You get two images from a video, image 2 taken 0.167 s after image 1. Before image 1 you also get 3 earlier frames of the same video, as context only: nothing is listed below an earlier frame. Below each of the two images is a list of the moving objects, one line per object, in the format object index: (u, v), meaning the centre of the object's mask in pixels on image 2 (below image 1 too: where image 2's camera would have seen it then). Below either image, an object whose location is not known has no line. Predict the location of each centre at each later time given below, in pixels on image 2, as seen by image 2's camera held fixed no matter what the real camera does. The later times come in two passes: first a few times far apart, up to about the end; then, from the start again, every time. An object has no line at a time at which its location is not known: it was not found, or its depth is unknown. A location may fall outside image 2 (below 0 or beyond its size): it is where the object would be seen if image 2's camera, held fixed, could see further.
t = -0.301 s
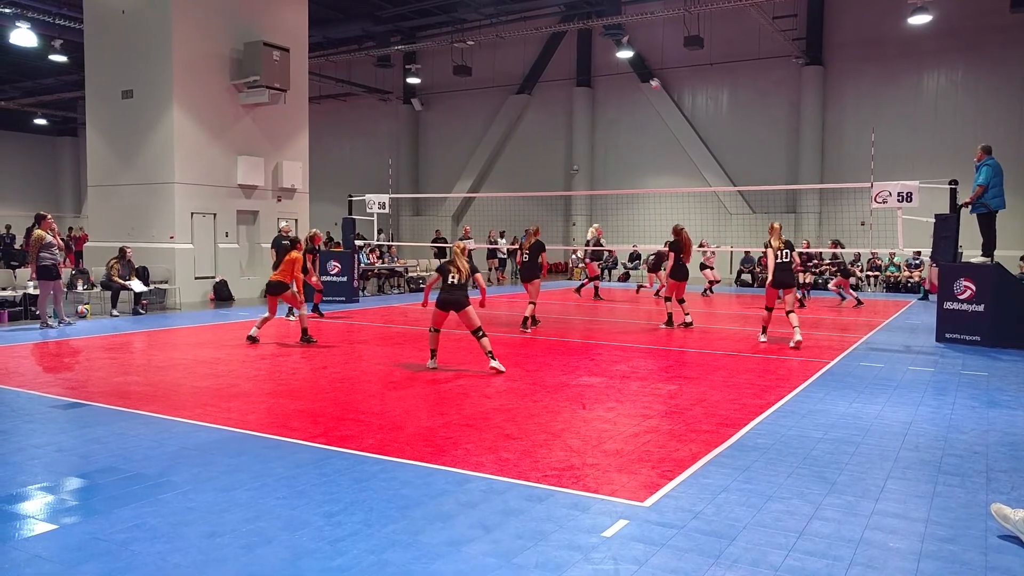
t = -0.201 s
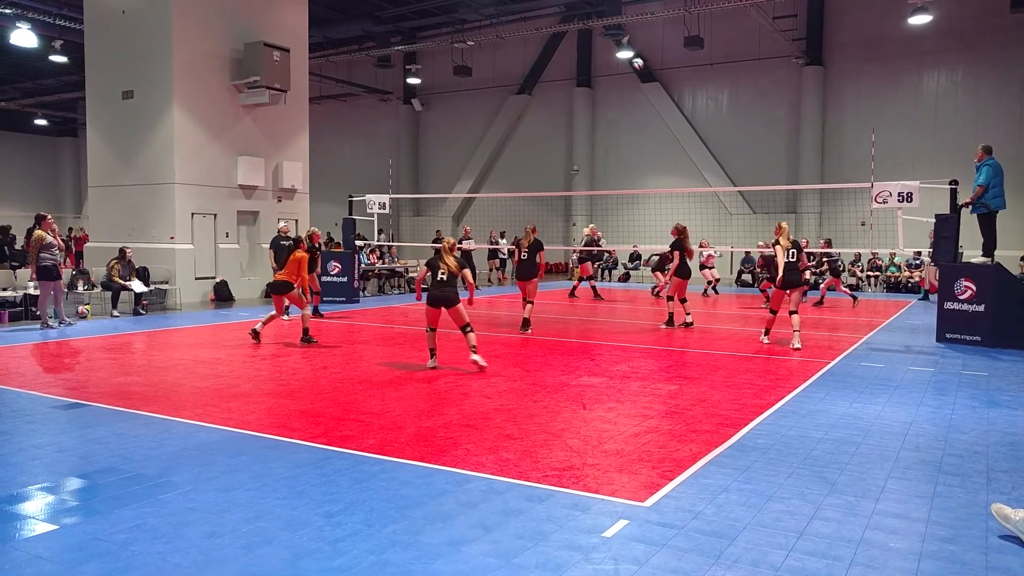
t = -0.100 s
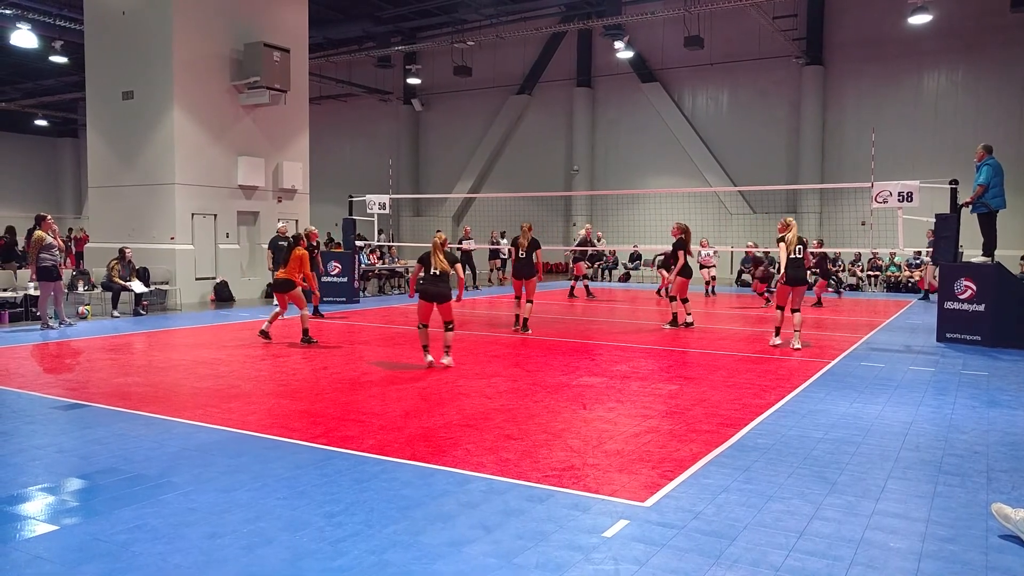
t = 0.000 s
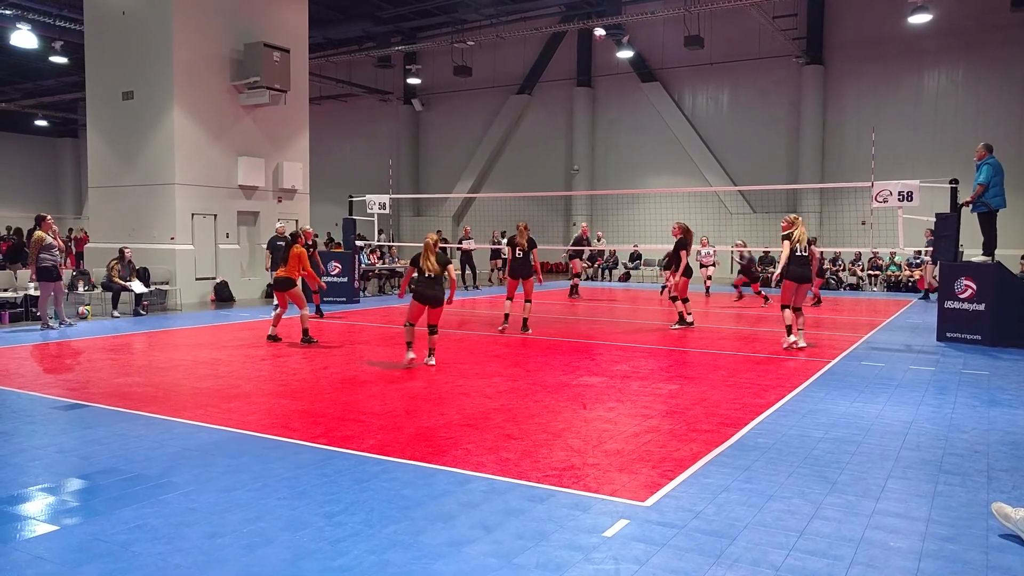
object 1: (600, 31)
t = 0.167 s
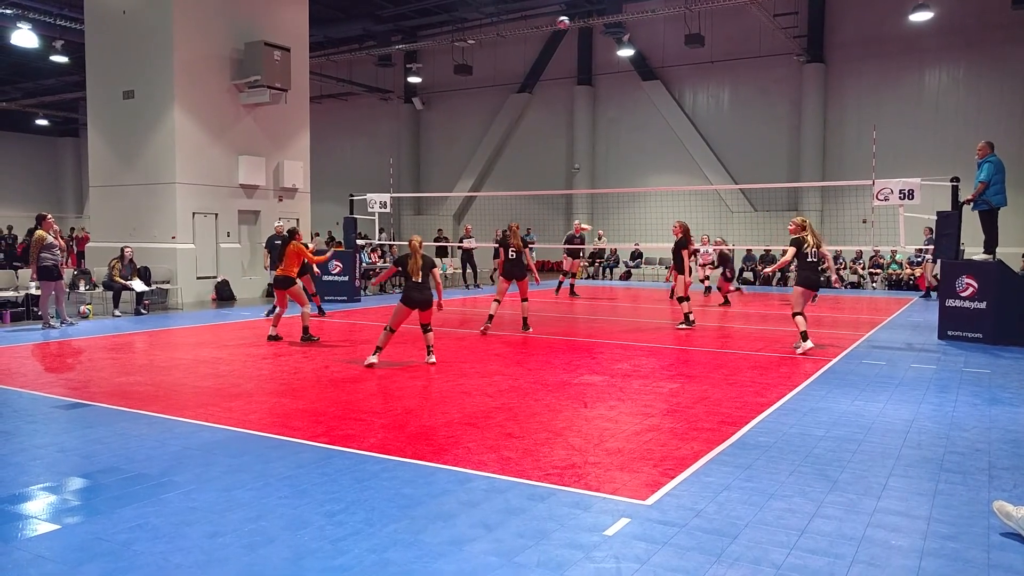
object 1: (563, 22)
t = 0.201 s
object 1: (555, 22)
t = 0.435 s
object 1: (495, 39)
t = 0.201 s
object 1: (555, 22)
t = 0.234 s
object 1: (547, 22)
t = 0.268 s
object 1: (539, 23)
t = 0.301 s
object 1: (530, 25)
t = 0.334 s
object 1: (522, 27)
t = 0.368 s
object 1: (513, 31)
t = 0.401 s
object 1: (504, 35)
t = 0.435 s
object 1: (495, 39)
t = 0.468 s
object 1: (485, 45)
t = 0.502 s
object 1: (475, 51)
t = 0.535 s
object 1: (465, 59)
